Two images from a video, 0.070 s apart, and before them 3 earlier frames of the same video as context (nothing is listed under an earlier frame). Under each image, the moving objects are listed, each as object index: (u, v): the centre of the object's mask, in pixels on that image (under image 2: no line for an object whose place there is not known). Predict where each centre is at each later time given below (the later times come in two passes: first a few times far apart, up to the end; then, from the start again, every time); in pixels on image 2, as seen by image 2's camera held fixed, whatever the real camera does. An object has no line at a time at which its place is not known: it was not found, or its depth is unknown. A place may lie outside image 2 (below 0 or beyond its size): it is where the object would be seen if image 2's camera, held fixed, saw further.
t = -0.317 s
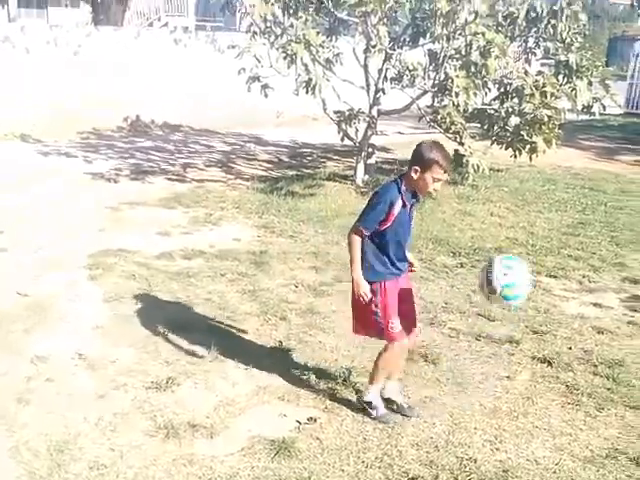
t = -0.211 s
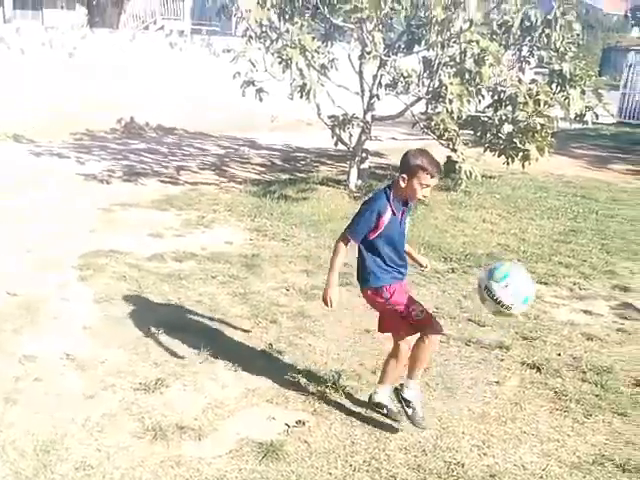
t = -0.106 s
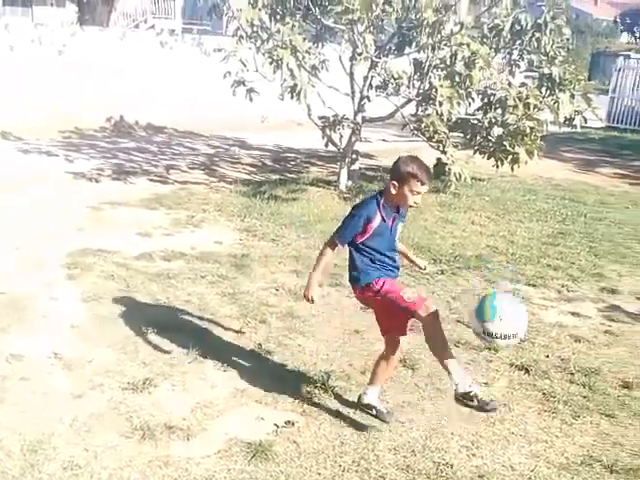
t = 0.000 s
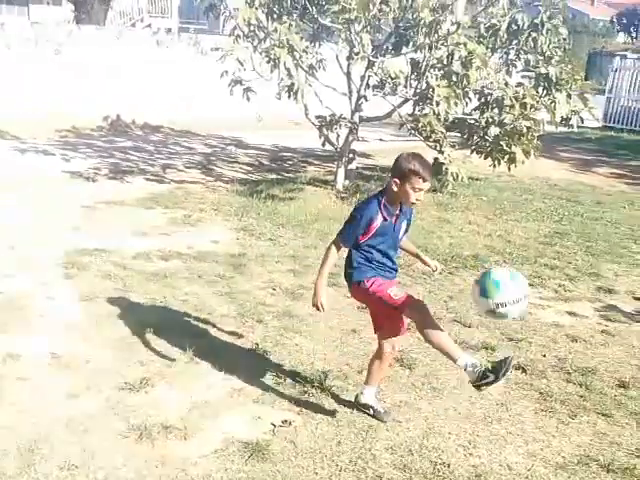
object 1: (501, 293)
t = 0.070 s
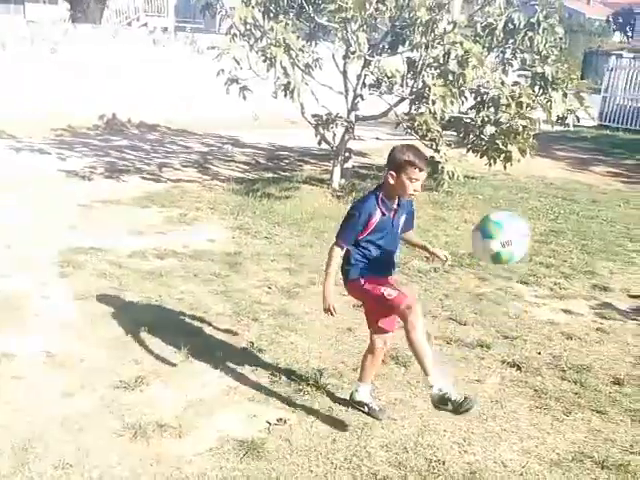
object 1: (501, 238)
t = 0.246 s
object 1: (509, 143)
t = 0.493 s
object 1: (495, 121)
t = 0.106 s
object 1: (503, 214)
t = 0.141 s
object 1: (505, 192)
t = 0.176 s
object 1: (506, 174)
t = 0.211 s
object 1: (507, 155)
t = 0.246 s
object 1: (509, 143)
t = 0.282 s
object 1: (507, 131)
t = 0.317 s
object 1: (507, 120)
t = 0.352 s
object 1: (505, 112)
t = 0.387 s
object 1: (503, 109)
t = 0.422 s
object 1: (501, 109)
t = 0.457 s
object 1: (499, 113)
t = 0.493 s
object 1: (495, 121)
